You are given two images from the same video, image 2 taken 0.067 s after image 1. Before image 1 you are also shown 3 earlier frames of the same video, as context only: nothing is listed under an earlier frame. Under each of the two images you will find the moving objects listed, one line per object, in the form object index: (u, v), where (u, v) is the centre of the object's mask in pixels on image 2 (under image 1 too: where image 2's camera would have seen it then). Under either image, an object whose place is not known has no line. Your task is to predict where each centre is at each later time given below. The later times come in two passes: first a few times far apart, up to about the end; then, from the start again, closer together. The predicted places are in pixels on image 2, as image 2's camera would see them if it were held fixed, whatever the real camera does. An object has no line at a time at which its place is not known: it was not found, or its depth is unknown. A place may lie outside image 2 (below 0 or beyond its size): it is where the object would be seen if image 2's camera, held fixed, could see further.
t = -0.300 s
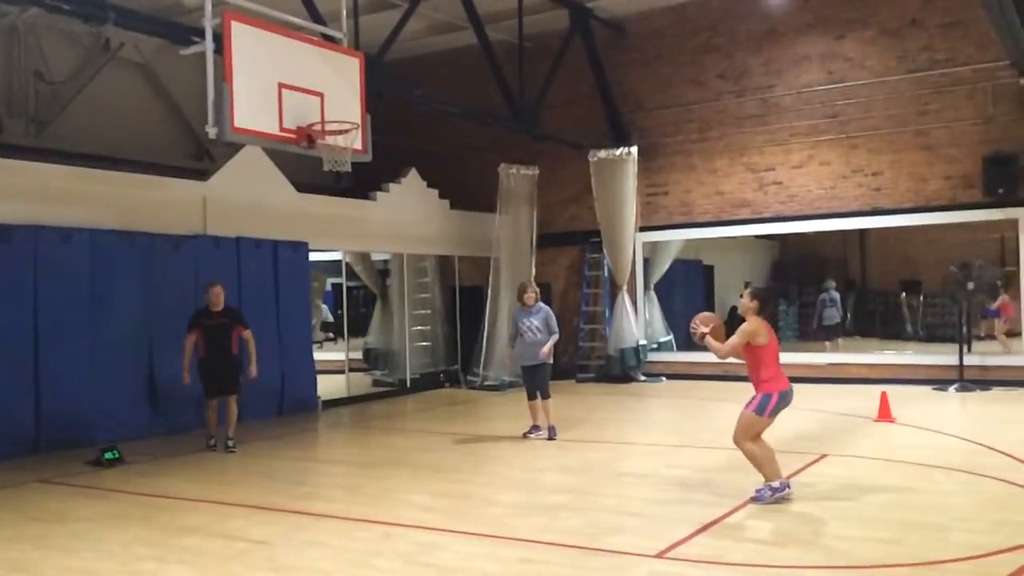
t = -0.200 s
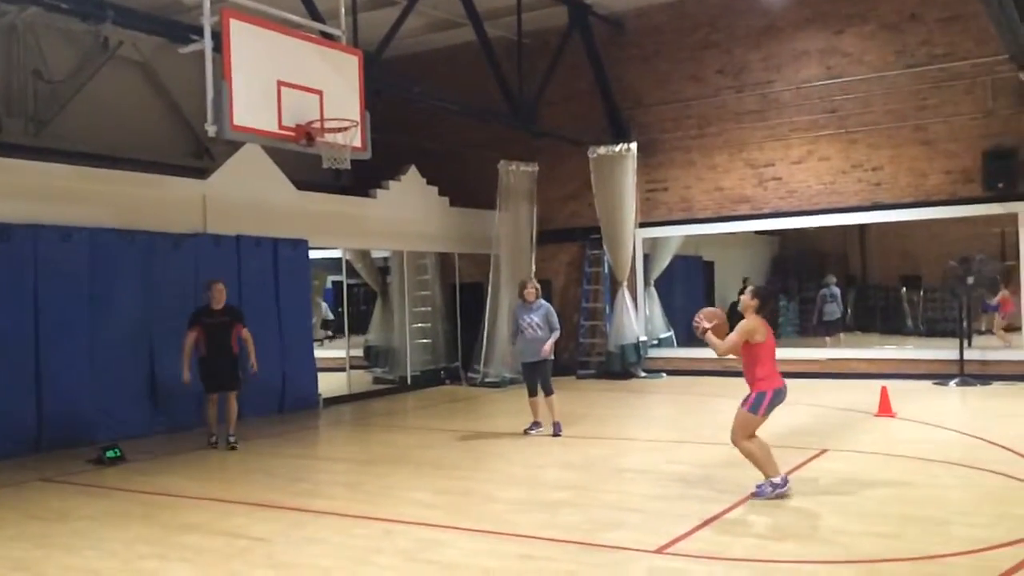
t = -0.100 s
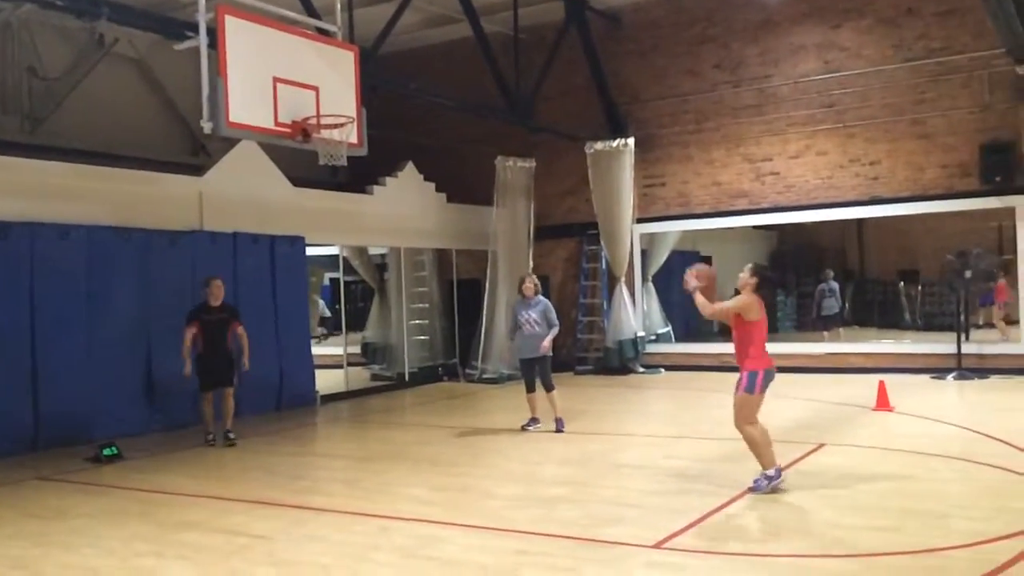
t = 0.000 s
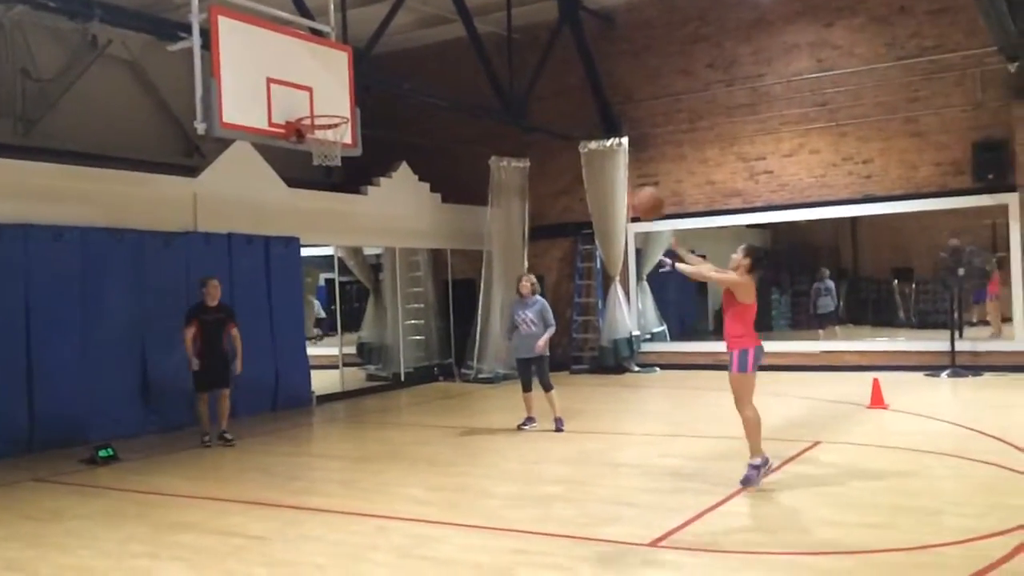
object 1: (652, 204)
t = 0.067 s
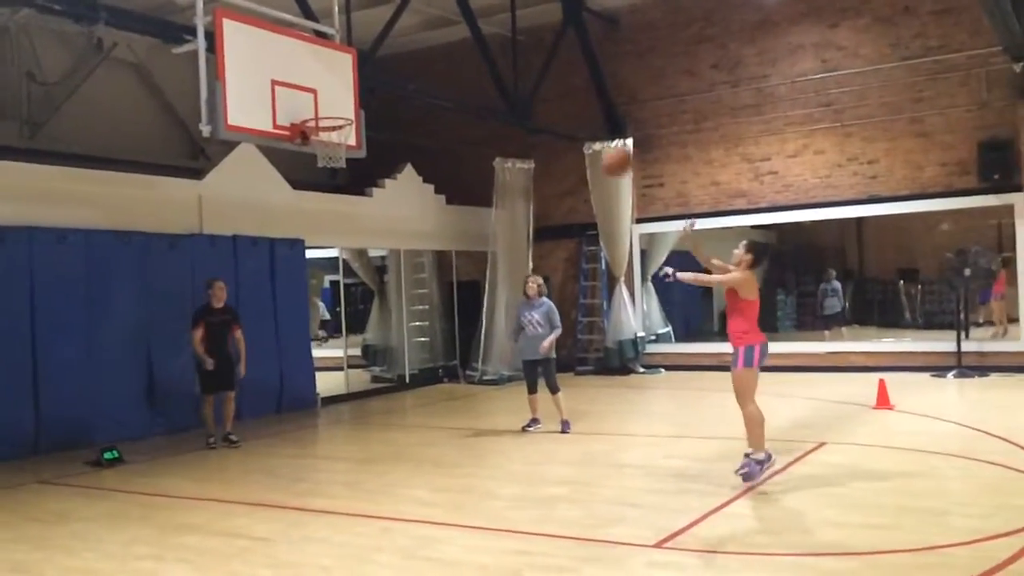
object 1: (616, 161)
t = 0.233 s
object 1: (534, 81)
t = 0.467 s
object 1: (434, 34)
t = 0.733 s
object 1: (335, 63)
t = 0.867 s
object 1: (293, 106)
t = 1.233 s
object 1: (359, 229)
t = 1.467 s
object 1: (433, 383)
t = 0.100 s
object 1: (598, 138)
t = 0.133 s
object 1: (582, 123)
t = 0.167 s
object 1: (566, 107)
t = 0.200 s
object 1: (549, 93)
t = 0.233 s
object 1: (534, 81)
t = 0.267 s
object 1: (519, 70)
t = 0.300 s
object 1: (504, 60)
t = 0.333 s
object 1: (490, 52)
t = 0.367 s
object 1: (475, 45)
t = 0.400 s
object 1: (460, 40)
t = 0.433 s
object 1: (447, 36)
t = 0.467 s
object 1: (434, 34)
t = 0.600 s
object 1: (384, 40)
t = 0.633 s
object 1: (374, 46)
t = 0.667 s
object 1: (360, 53)
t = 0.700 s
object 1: (347, 55)
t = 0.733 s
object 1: (335, 63)
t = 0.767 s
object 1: (325, 72)
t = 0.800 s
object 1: (314, 82)
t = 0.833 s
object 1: (303, 94)
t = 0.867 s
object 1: (293, 106)
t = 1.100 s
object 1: (322, 171)
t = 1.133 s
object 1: (330, 182)
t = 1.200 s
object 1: (349, 212)
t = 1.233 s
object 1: (359, 229)
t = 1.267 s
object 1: (369, 244)
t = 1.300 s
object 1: (381, 264)
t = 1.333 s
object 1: (389, 283)
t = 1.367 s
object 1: (400, 307)
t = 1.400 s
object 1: (411, 332)
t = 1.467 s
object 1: (433, 383)
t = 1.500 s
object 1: (444, 414)
